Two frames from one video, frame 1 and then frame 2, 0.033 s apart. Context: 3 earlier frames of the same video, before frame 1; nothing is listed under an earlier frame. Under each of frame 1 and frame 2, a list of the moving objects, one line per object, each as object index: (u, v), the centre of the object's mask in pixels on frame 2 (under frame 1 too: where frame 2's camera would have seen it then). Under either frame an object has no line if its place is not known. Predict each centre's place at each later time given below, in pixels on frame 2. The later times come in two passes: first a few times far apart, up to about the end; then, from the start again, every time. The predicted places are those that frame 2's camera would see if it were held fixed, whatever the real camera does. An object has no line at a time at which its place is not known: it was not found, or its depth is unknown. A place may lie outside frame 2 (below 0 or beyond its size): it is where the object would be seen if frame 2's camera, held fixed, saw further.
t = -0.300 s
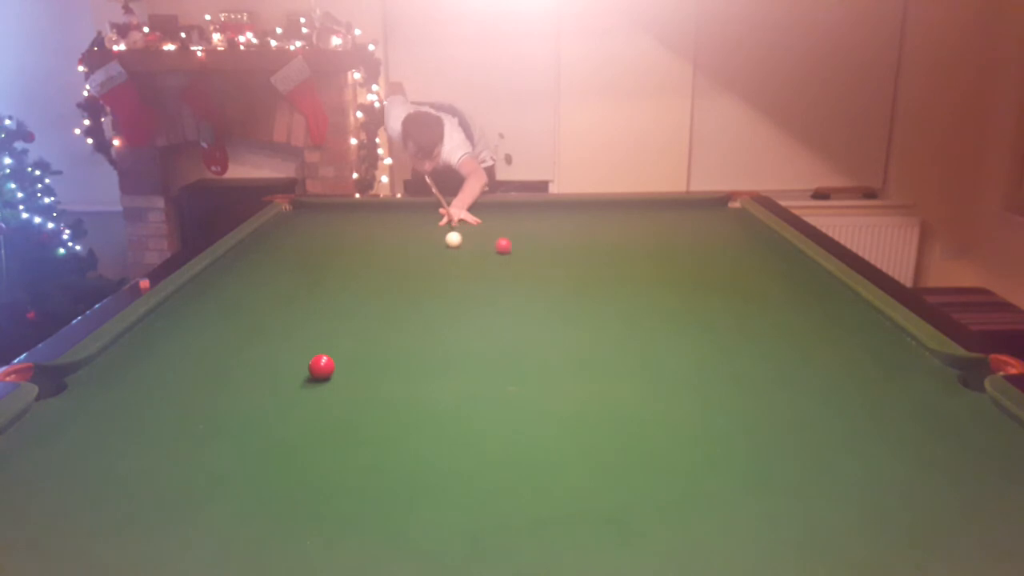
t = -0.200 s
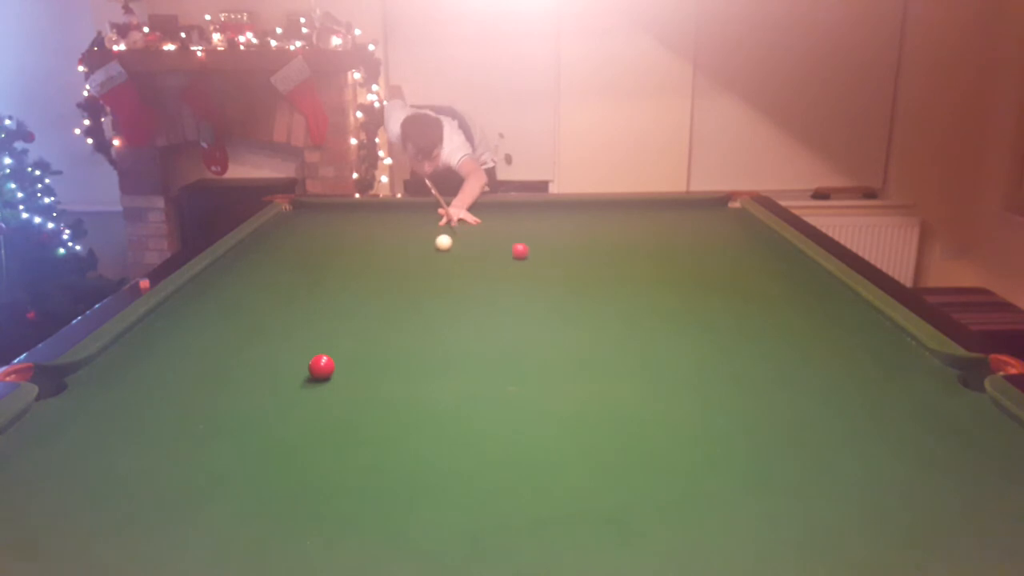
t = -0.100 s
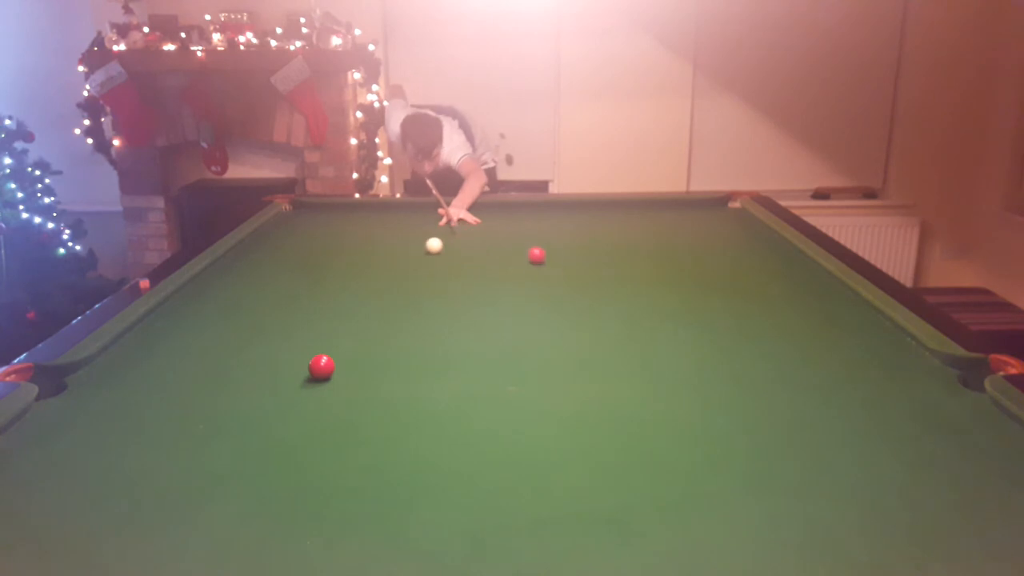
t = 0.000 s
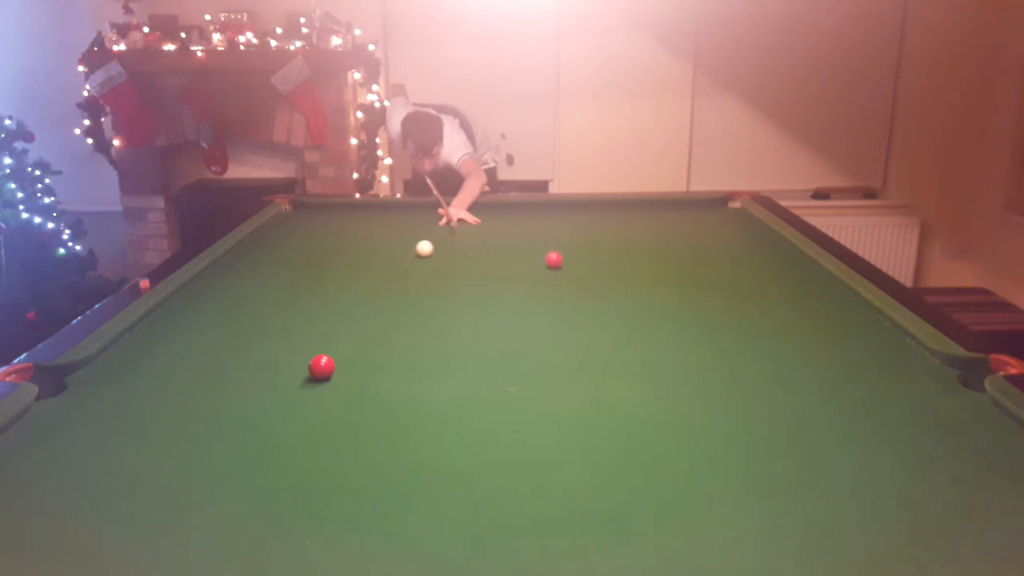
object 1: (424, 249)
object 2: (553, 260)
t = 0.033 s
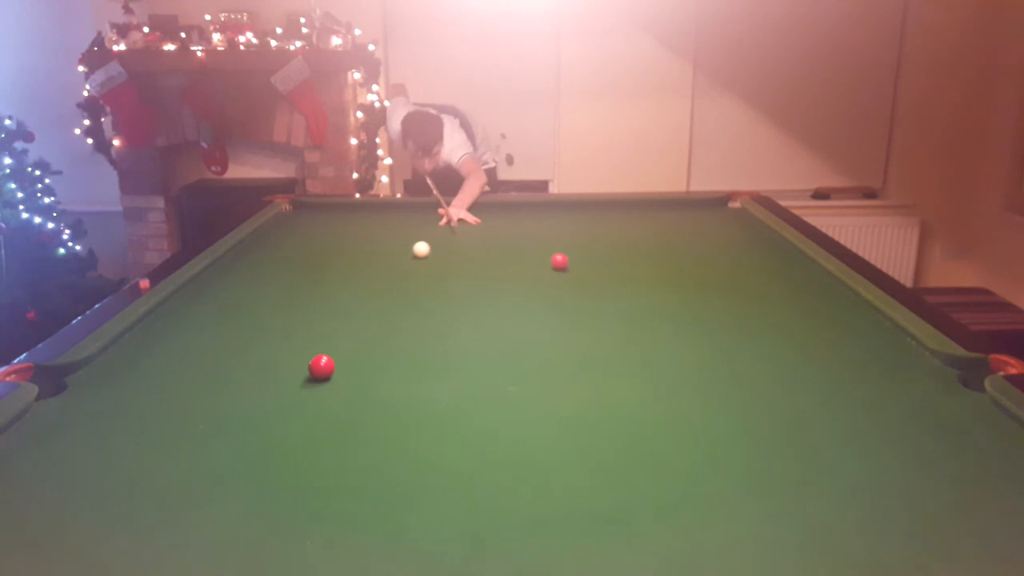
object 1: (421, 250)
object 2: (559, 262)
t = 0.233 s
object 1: (402, 256)
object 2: (595, 272)
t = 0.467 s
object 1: (380, 262)
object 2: (640, 285)
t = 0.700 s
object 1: (359, 269)
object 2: (687, 297)
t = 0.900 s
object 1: (342, 274)
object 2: (729, 308)
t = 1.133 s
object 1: (323, 279)
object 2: (780, 321)
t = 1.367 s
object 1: (305, 284)
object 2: (833, 336)
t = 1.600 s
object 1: (290, 288)
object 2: (886, 350)
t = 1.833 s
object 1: (277, 292)
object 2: (938, 363)
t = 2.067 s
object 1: (266, 294)
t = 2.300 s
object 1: (258, 296)
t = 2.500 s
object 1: (255, 297)
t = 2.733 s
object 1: (253, 297)
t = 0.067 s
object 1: (418, 251)
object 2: (565, 264)
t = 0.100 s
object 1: (414, 252)
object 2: (571, 266)
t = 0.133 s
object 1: (411, 253)
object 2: (577, 267)
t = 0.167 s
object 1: (408, 254)
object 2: (583, 269)
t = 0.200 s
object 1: (405, 255)
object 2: (589, 270)
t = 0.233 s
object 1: (402, 256)
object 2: (595, 272)
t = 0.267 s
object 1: (398, 257)
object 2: (601, 274)
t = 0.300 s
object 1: (395, 258)
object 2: (608, 276)
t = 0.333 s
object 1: (392, 258)
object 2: (613, 277)
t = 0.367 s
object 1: (389, 259)
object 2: (620, 279)
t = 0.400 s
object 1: (386, 260)
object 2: (626, 281)
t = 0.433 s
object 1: (383, 261)
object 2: (633, 283)
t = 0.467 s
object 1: (380, 262)
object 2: (640, 285)
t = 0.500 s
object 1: (377, 263)
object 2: (646, 286)
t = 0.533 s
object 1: (374, 264)
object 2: (653, 288)
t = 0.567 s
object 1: (371, 265)
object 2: (659, 290)
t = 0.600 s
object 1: (368, 266)
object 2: (666, 291)
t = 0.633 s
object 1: (365, 267)
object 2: (673, 293)
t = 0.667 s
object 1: (362, 268)
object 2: (680, 295)
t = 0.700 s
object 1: (359, 269)
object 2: (687, 297)
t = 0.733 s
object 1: (356, 270)
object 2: (694, 299)
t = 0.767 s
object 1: (353, 271)
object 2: (701, 301)
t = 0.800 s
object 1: (350, 272)
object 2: (708, 302)
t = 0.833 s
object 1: (348, 272)
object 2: (715, 304)
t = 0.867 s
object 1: (345, 273)
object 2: (722, 306)
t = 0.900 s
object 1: (342, 274)
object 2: (729, 308)
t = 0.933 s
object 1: (339, 275)
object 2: (736, 310)
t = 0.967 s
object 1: (336, 276)
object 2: (744, 312)
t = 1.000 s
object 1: (334, 276)
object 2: (751, 314)
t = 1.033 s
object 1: (331, 277)
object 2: (758, 316)
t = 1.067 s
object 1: (328, 278)
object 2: (765, 318)
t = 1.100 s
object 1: (326, 279)
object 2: (773, 320)
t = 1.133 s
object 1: (323, 279)
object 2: (780, 321)
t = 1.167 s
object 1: (320, 280)
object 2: (788, 324)
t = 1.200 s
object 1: (318, 281)
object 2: (795, 325)
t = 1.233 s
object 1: (315, 282)
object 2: (803, 328)
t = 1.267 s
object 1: (313, 283)
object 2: (810, 330)
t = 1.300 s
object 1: (310, 283)
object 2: (818, 332)
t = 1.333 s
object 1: (308, 284)
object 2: (825, 334)
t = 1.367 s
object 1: (305, 284)
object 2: (833, 336)
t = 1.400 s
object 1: (303, 285)
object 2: (841, 338)
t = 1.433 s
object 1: (300, 286)
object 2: (848, 340)
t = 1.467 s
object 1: (298, 286)
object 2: (856, 342)
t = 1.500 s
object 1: (296, 287)
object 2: (863, 344)
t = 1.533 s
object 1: (294, 287)
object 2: (871, 346)
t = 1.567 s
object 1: (292, 288)
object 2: (878, 348)
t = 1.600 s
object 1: (290, 288)
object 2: (886, 350)
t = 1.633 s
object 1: (288, 289)
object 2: (893, 352)
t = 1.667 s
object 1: (286, 290)
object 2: (901, 354)
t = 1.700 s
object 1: (284, 290)
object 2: (908, 356)
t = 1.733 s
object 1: (282, 290)
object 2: (916, 358)
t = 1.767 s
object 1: (280, 291)
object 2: (923, 360)
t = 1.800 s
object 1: (278, 291)
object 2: (931, 361)
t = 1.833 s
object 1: (277, 292)
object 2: (938, 363)
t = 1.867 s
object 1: (275, 292)
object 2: (946, 365)
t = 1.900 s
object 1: (273, 292)
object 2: (953, 367)
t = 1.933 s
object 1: (272, 293)
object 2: (961, 370)
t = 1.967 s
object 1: (270, 293)
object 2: (969, 375)
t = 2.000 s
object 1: (269, 294)
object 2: (973, 381)
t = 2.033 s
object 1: (267, 294)
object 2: (980, 387)
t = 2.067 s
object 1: (266, 294)
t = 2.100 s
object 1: (265, 294)
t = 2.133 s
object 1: (264, 295)
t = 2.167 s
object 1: (262, 295)
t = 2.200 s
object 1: (261, 295)
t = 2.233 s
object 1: (260, 296)
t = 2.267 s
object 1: (259, 296)
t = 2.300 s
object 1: (258, 296)
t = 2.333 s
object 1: (258, 296)
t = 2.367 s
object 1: (257, 296)
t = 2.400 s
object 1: (256, 297)
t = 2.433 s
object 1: (256, 297)
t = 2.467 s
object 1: (255, 297)
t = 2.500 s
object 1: (255, 297)
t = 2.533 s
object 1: (254, 297)
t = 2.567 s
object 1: (254, 297)
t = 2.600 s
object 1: (254, 297)
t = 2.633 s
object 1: (254, 297)
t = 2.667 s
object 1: (254, 297)
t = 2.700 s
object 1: (253, 297)
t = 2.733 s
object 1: (253, 297)
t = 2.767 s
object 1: (254, 297)
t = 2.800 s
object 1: (254, 297)
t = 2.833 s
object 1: (254, 297)
